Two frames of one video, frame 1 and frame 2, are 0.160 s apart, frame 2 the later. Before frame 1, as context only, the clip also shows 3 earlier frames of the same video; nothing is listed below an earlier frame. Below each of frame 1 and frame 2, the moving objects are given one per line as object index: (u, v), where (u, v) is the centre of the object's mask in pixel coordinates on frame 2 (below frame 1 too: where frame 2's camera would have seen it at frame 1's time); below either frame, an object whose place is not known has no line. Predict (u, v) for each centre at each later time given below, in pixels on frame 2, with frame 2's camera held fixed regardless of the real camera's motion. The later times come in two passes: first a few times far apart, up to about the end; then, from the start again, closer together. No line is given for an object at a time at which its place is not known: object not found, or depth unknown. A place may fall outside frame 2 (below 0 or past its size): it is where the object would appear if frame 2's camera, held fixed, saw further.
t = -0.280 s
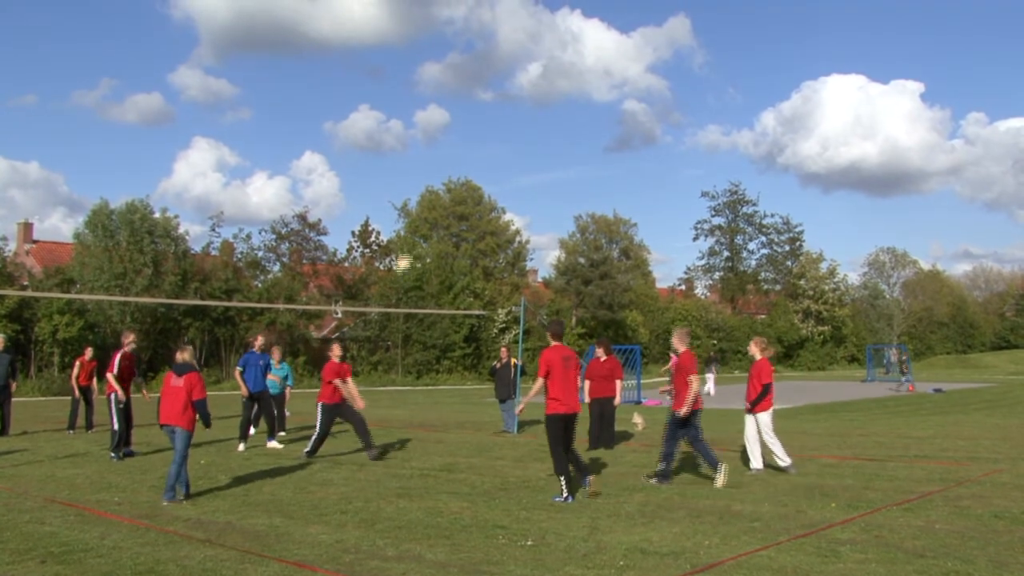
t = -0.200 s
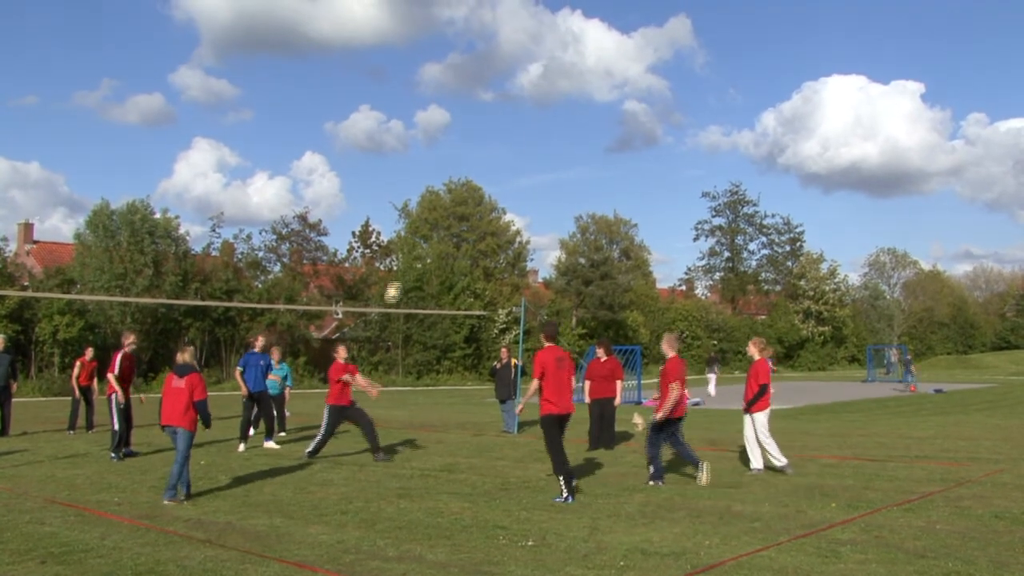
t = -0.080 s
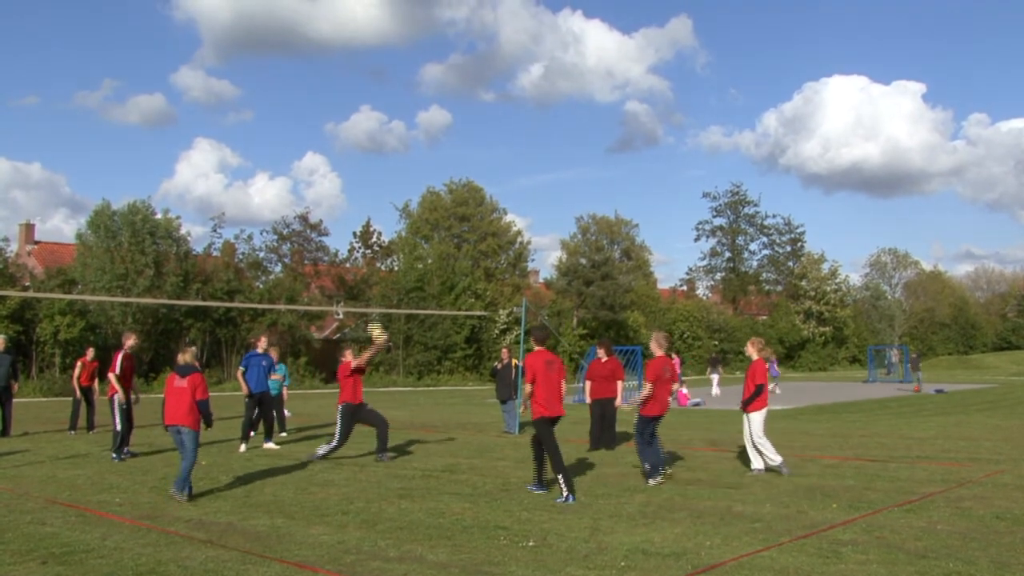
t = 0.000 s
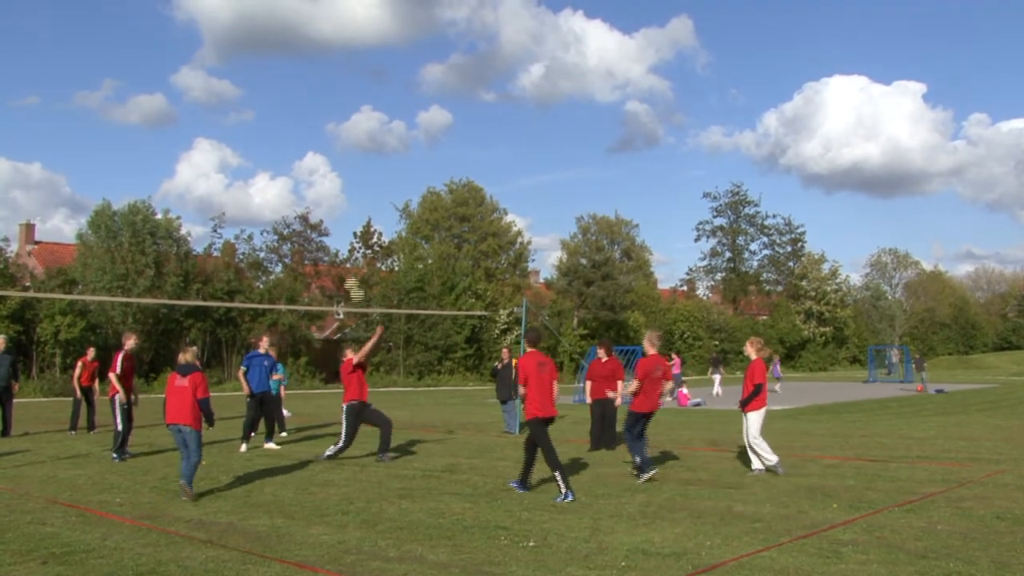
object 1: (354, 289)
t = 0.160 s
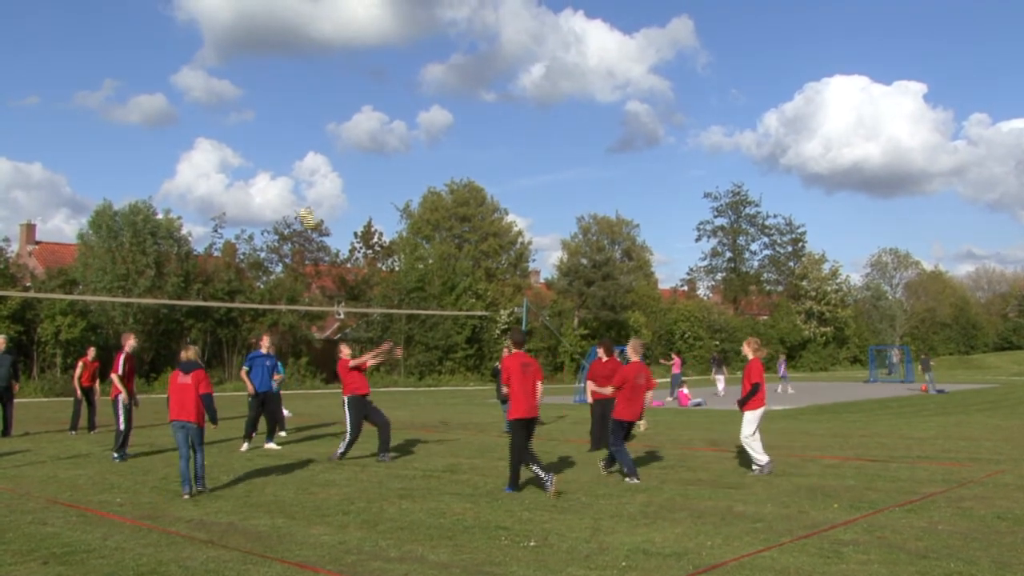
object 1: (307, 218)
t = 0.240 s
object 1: (285, 191)
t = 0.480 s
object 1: (221, 142)
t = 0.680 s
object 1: (171, 132)
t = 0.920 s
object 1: (114, 155)
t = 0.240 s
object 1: (285, 191)
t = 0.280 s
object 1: (276, 181)
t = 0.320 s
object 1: (263, 171)
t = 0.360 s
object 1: (253, 162)
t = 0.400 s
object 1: (242, 154)
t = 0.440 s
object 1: (231, 147)
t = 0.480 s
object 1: (221, 142)
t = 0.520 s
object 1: (211, 138)
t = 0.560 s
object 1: (201, 135)
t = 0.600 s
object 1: (191, 133)
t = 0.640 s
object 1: (181, 132)
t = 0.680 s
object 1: (171, 132)
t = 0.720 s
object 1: (161, 133)
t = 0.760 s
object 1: (152, 136)
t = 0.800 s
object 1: (142, 139)
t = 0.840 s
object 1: (133, 143)
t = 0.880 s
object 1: (124, 148)
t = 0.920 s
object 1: (114, 155)
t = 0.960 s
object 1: (106, 162)
